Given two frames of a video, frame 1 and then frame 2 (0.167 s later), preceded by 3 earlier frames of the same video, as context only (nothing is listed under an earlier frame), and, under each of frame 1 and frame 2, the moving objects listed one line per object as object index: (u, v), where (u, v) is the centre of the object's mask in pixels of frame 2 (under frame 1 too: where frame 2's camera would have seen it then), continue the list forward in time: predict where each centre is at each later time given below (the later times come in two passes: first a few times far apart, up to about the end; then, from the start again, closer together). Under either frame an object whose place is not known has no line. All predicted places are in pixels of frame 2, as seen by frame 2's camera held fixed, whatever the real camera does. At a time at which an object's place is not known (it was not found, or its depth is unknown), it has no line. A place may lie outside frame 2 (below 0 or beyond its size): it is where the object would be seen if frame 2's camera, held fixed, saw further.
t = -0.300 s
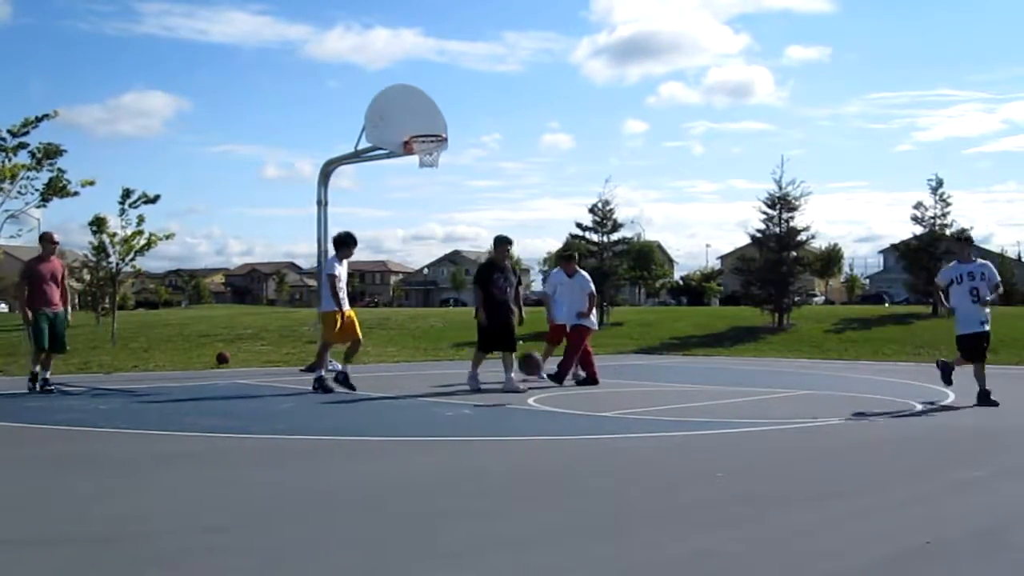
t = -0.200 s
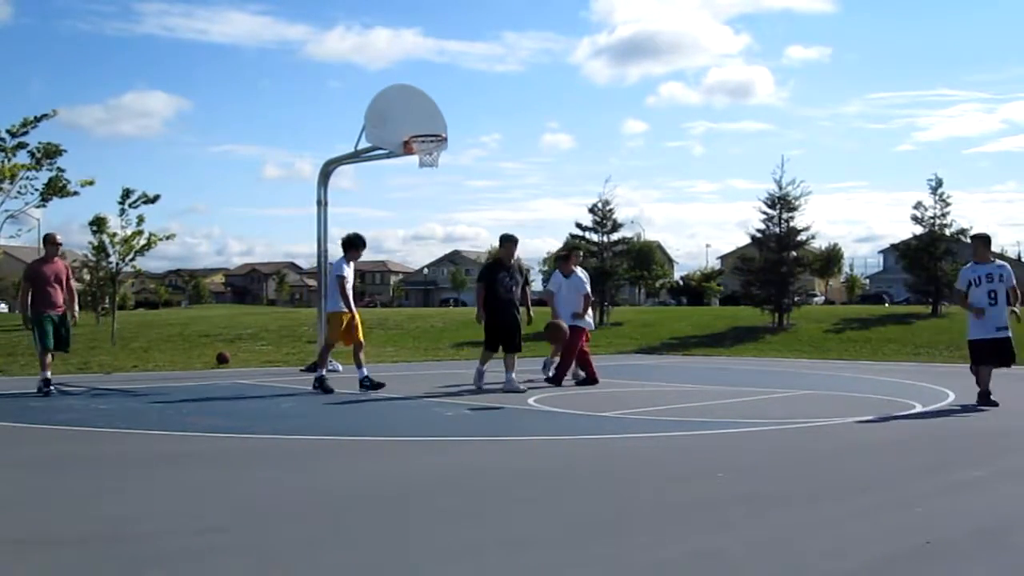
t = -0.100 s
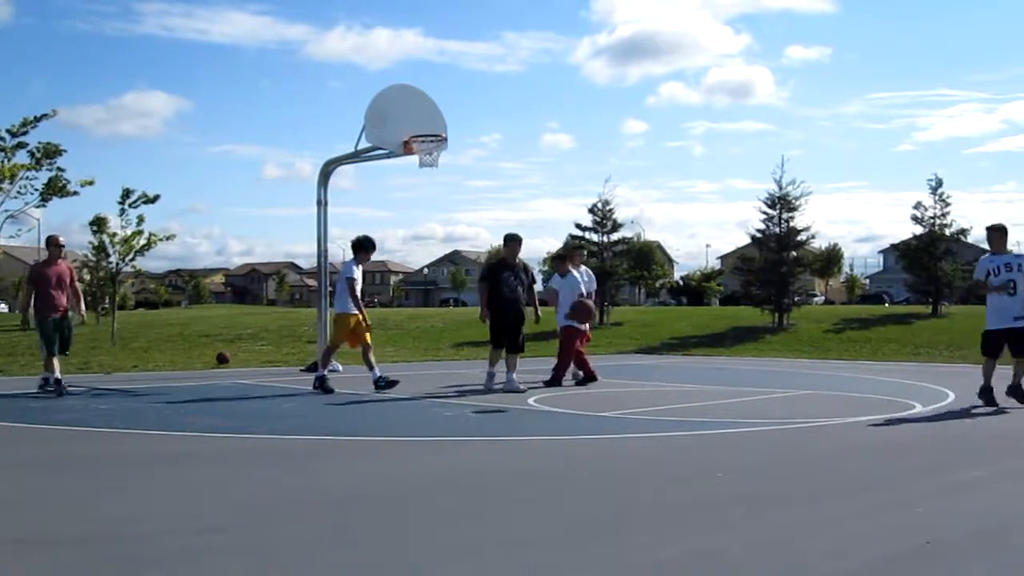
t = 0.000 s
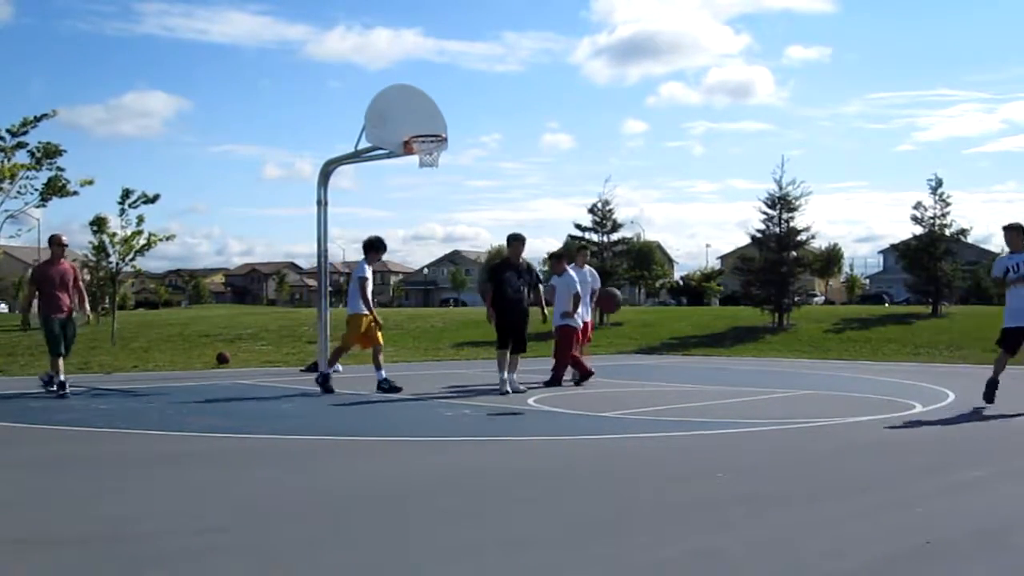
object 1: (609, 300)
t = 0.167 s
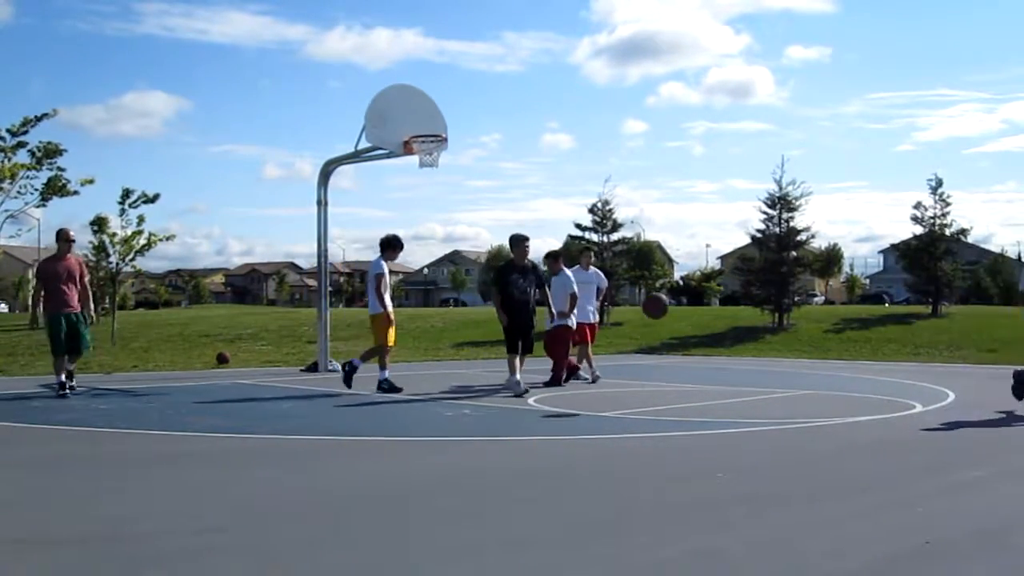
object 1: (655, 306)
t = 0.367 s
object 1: (712, 353)
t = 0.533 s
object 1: (760, 378)
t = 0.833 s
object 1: (851, 329)
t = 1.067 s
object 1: (923, 362)
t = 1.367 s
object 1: (1013, 357)
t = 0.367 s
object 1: (712, 353)
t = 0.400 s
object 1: (721, 365)
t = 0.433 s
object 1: (731, 379)
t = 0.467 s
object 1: (740, 395)
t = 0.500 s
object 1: (750, 389)
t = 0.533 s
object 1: (760, 378)
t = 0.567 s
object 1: (770, 368)
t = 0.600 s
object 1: (780, 359)
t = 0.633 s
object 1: (790, 351)
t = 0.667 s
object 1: (800, 344)
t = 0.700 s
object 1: (810, 338)
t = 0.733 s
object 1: (819, 334)
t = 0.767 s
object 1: (830, 331)
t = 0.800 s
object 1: (840, 329)
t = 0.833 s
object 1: (851, 329)
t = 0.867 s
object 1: (860, 329)
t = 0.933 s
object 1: (881, 335)
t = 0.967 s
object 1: (891, 339)
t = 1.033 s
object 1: (912, 353)
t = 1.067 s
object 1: (923, 362)
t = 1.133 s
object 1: (944, 384)
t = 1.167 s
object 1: (954, 396)
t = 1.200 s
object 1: (965, 399)
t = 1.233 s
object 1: (975, 388)
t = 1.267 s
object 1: (986, 379)
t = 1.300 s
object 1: (996, 370)
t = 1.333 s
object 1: (1007, 363)
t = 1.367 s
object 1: (1013, 357)
